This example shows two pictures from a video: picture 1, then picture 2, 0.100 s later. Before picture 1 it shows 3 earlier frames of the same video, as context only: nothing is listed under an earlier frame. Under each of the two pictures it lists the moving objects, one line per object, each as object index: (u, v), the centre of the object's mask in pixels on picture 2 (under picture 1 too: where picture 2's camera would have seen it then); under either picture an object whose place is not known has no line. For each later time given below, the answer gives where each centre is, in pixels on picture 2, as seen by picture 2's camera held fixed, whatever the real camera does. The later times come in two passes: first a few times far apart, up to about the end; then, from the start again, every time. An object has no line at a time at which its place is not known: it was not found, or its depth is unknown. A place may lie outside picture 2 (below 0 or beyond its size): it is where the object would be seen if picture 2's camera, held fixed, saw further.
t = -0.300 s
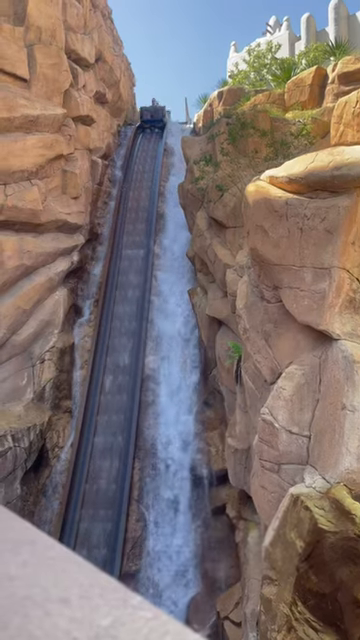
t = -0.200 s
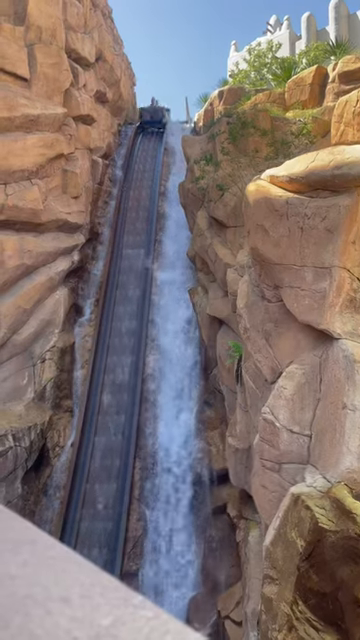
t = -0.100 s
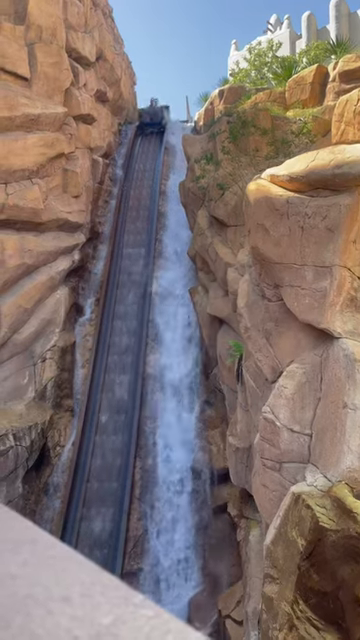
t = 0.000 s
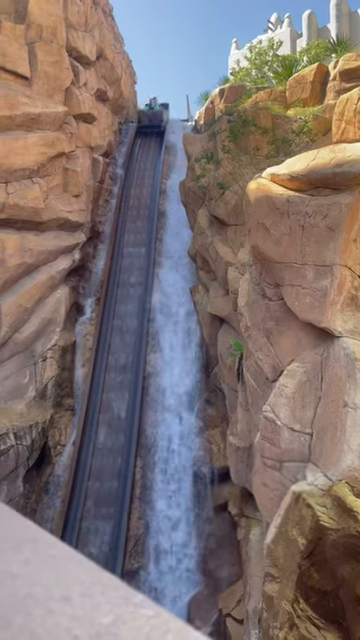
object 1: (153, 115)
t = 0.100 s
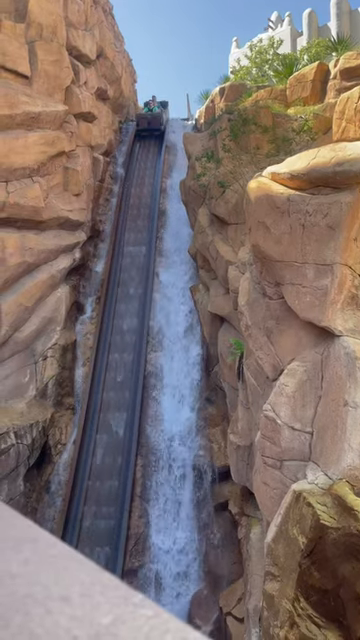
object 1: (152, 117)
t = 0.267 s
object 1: (151, 123)
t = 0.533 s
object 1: (147, 137)
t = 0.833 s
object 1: (141, 174)
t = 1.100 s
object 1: (133, 228)
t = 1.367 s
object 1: (123, 311)
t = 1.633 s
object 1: (105, 443)
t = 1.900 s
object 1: (73, 623)
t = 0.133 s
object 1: (152, 118)
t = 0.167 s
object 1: (152, 119)
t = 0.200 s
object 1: (151, 120)
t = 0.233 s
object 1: (151, 121)
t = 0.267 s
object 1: (151, 123)
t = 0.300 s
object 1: (150, 124)
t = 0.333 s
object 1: (150, 125)
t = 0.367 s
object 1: (149, 127)
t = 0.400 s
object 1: (149, 129)
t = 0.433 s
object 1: (149, 131)
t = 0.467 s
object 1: (148, 133)
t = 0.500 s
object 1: (147, 135)
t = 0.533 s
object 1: (147, 137)
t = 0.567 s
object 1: (146, 140)
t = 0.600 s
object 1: (145, 144)
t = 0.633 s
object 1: (145, 147)
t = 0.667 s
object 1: (144, 151)
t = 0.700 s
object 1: (144, 155)
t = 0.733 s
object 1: (143, 159)
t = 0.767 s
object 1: (143, 163)
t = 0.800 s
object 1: (141, 169)
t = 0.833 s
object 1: (141, 174)
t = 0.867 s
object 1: (140, 180)
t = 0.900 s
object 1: (139, 186)
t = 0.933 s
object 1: (138, 192)
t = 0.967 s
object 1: (137, 198)
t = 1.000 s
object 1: (136, 205)
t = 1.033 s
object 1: (135, 212)
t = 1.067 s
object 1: (134, 220)
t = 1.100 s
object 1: (133, 228)
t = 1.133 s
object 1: (132, 236)
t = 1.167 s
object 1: (131, 246)
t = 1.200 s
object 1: (130, 255)
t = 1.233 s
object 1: (129, 265)
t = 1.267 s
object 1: (128, 276)
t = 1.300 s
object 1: (126, 287)
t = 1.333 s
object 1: (125, 299)
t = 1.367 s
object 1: (123, 311)
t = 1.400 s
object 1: (121, 325)
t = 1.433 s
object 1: (119, 339)
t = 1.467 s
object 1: (117, 356)
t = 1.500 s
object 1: (115, 370)
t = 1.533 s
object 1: (112, 388)
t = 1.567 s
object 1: (110, 404)
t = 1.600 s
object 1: (107, 424)
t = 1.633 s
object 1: (105, 443)
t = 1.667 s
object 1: (101, 465)
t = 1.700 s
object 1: (97, 488)
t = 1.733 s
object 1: (93, 513)
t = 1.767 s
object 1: (89, 540)
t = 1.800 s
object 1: (83, 571)
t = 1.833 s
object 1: (77, 602)
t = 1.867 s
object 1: (76, 609)
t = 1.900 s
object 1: (73, 623)
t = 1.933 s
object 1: (69, 639)
